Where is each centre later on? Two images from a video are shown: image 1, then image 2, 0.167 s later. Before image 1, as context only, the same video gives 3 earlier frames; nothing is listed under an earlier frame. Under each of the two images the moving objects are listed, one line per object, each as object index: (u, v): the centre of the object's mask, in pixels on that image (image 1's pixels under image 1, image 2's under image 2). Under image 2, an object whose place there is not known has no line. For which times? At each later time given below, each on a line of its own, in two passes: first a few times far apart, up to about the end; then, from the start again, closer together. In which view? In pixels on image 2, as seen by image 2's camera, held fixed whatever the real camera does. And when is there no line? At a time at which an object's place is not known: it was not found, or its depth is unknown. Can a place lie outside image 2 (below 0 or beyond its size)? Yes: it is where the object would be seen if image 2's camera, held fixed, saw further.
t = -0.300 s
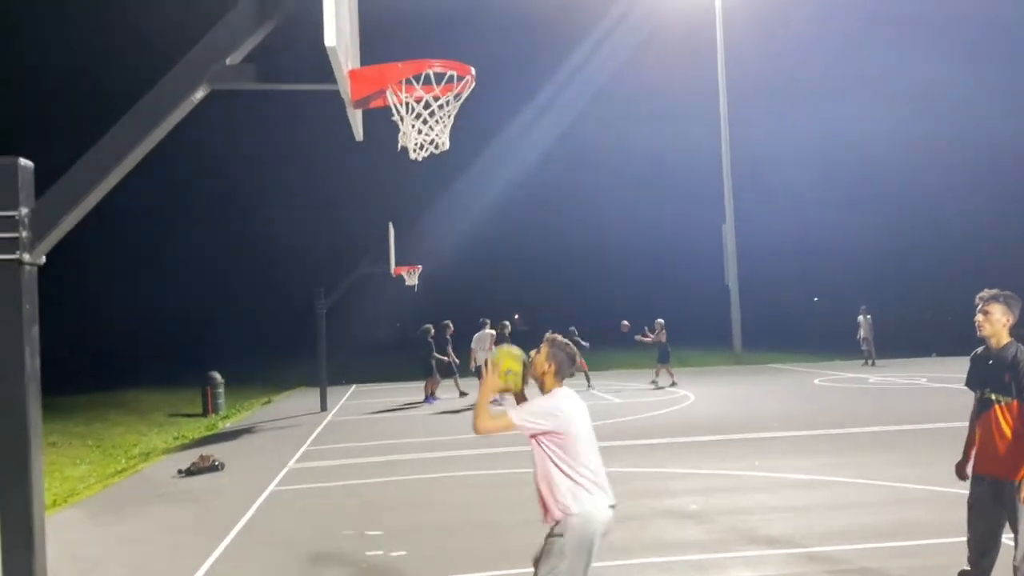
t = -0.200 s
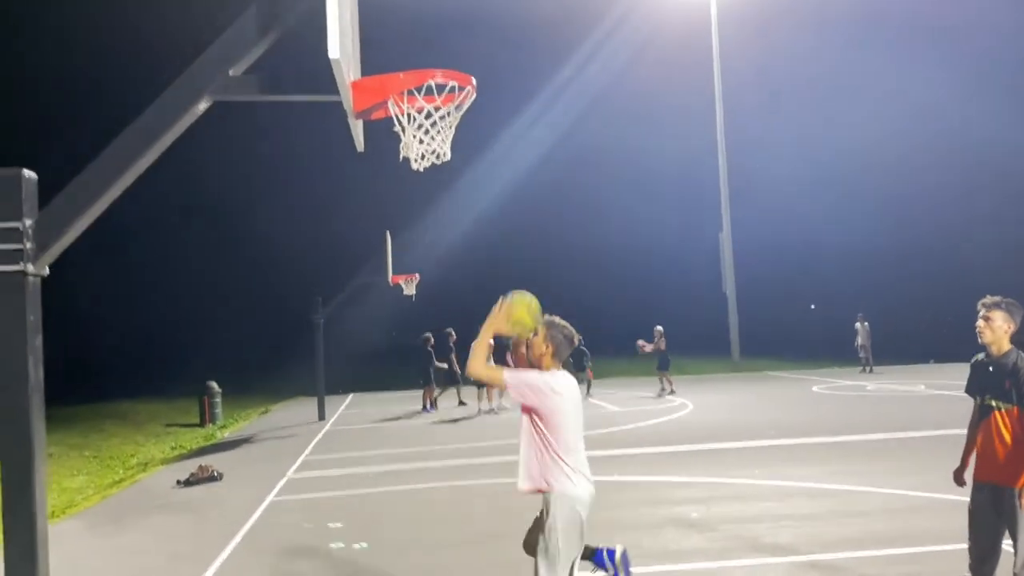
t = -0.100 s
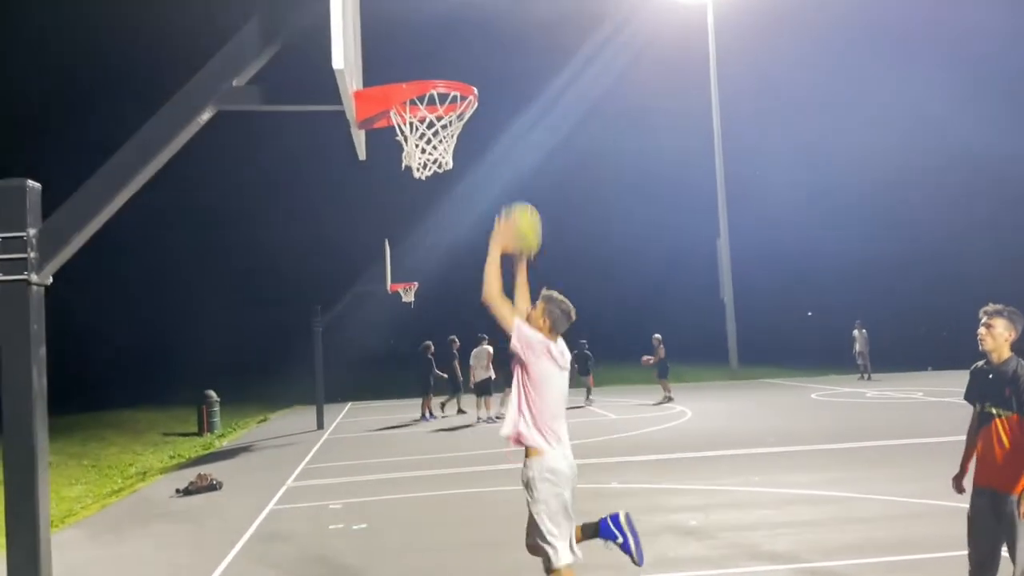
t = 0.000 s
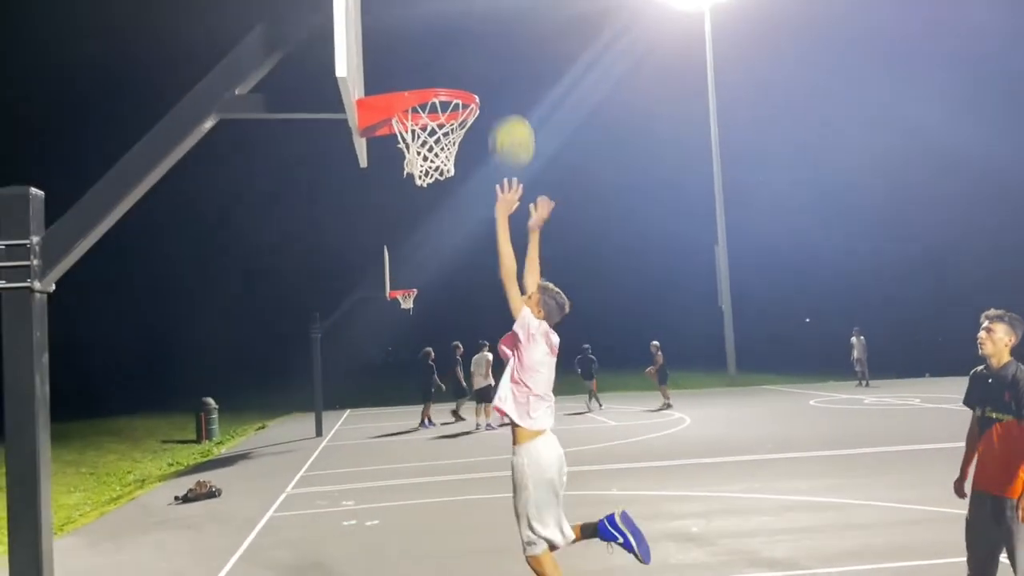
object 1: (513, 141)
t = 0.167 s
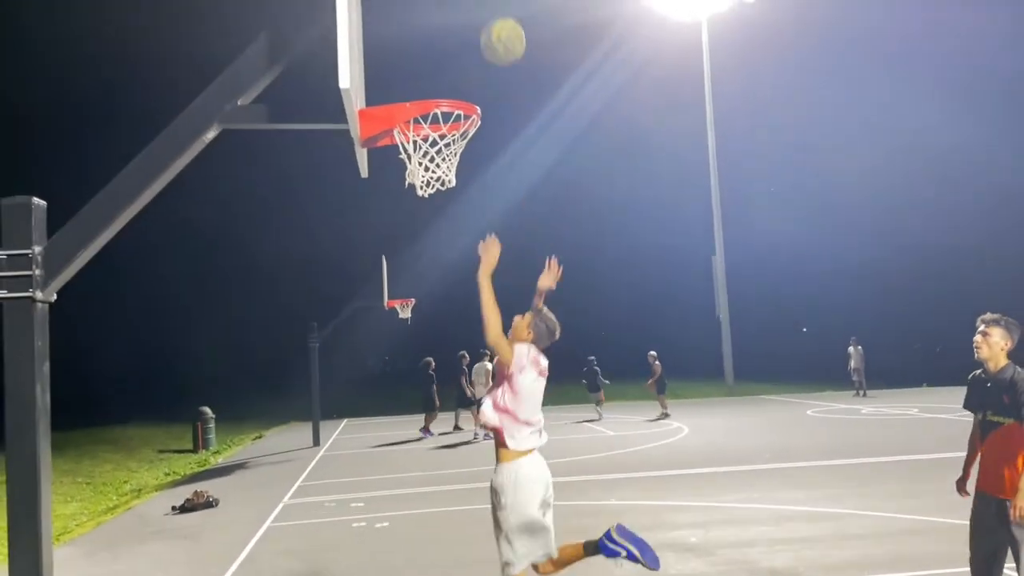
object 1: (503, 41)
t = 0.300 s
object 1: (498, 2)
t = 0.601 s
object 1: (492, -4)
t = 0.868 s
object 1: (495, 119)
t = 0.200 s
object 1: (502, 26)
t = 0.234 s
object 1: (501, 15)
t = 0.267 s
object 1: (500, 8)
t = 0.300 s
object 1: (498, 2)
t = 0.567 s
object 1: (493, -7)
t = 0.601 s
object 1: (492, -4)
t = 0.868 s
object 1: (495, 119)
